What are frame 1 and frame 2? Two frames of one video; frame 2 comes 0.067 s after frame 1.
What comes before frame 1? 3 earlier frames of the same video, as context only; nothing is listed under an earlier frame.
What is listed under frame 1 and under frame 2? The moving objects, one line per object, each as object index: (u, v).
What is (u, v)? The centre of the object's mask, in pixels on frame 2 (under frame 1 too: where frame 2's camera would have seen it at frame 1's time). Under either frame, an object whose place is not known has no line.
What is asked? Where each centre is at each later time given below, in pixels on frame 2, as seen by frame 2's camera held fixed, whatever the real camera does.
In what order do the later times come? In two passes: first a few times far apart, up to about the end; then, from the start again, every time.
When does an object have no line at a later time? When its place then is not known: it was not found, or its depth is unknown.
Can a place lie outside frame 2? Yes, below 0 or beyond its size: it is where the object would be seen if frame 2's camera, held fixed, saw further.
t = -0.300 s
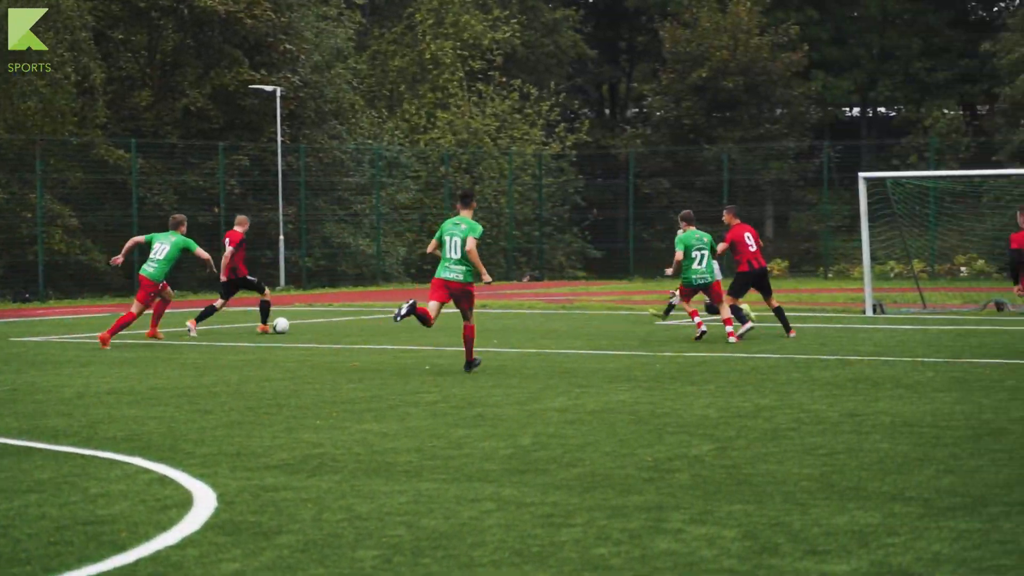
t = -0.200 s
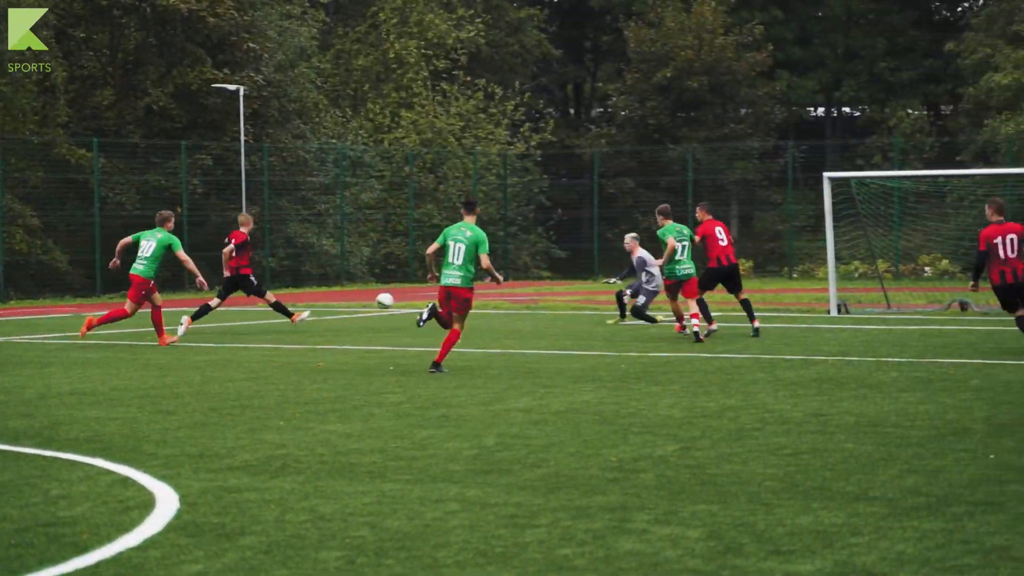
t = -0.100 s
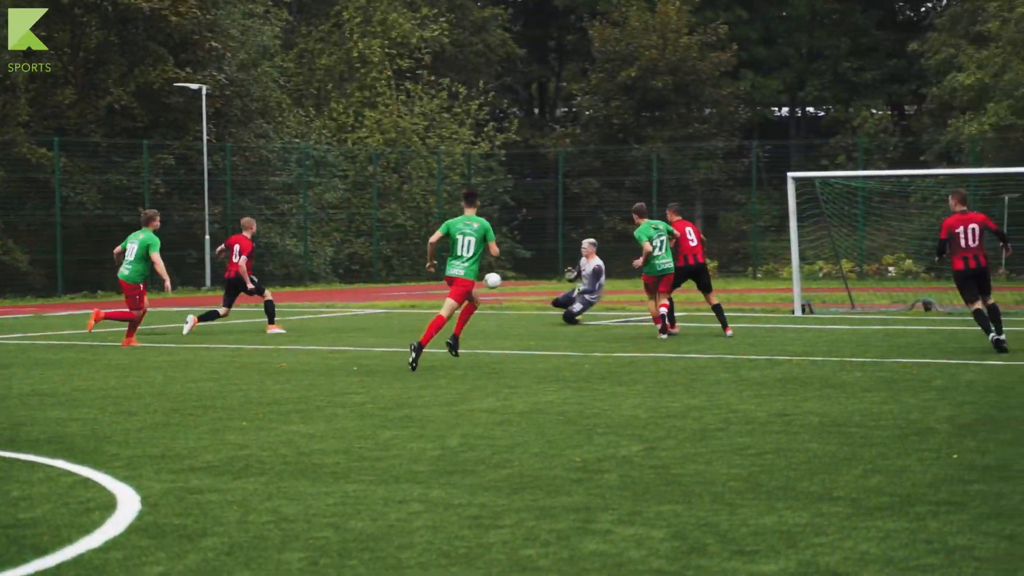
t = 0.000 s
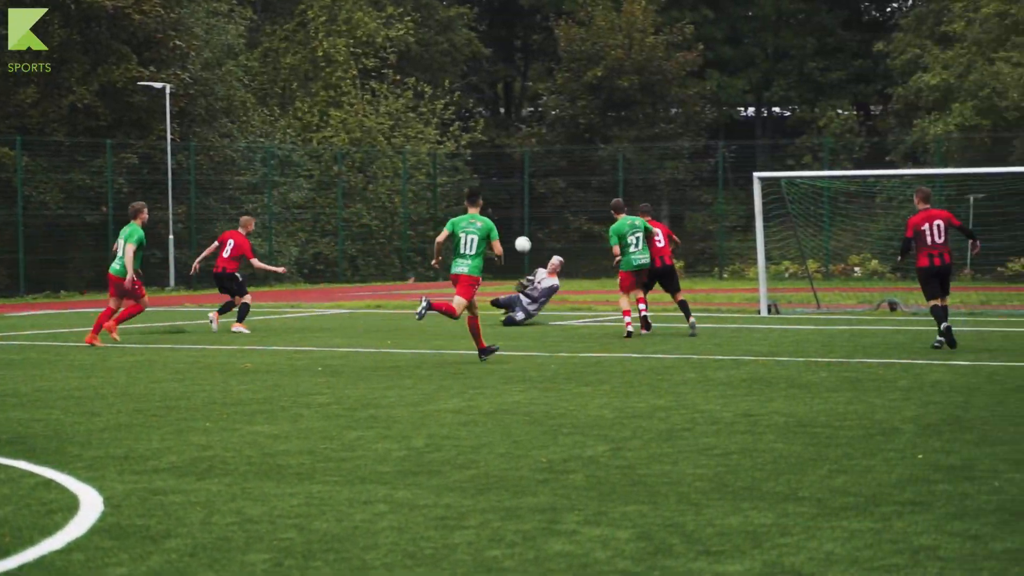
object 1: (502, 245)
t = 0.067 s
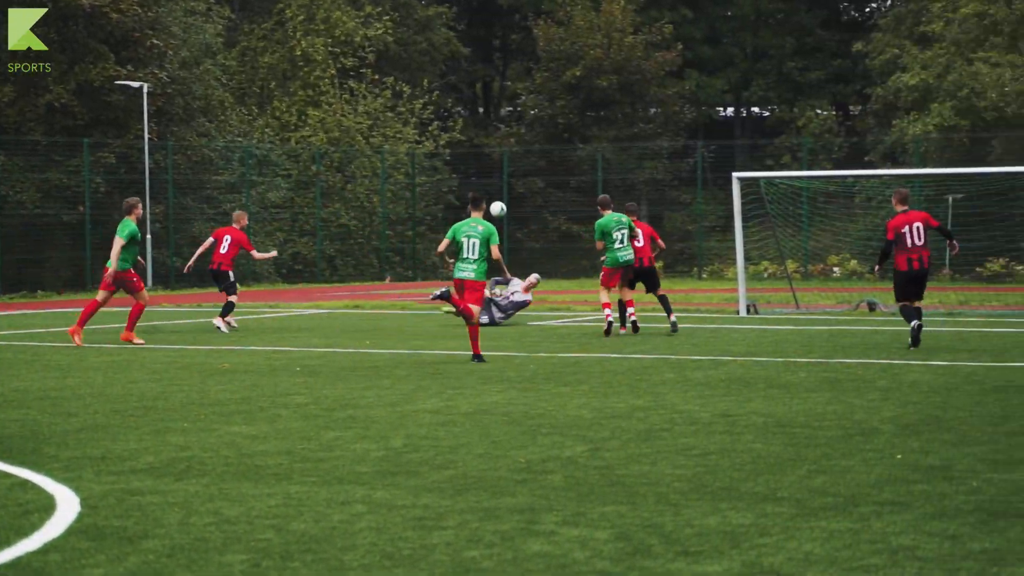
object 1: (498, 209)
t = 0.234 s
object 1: (490, 138)
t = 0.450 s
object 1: (482, 79)
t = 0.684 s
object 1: (479, 55)
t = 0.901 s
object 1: (477, 65)
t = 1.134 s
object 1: (476, 110)
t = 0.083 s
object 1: (498, 201)
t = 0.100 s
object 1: (497, 192)
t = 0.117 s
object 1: (495, 185)
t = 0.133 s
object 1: (494, 178)
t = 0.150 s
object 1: (493, 171)
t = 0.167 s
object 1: (492, 164)
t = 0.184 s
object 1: (492, 157)
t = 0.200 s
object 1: (491, 151)
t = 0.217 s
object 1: (490, 144)
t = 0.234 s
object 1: (490, 138)
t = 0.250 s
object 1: (489, 132)
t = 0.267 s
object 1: (488, 127)
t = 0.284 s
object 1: (488, 121)
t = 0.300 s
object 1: (487, 116)
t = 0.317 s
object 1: (487, 111)
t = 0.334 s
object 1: (486, 106)
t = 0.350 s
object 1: (485, 102)
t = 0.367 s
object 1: (485, 97)
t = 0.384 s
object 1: (484, 93)
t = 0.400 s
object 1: (483, 90)
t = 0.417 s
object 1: (483, 86)
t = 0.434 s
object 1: (483, 83)
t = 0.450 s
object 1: (482, 79)
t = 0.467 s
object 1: (482, 76)
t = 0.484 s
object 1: (482, 74)
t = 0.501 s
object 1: (481, 71)
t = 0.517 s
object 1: (481, 69)
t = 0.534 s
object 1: (481, 66)
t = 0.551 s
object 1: (481, 64)
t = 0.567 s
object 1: (480, 62)
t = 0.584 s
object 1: (480, 61)
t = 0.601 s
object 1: (480, 59)
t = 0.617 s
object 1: (479, 58)
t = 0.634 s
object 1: (479, 57)
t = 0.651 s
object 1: (479, 56)
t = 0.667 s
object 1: (479, 55)
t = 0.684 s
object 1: (479, 55)
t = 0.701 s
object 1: (479, 55)
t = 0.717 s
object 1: (479, 55)
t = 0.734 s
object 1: (478, 55)
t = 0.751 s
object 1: (478, 55)
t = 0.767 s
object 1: (478, 55)
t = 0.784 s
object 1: (478, 56)
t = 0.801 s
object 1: (478, 57)
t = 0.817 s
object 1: (477, 58)
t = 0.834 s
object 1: (478, 59)
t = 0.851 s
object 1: (478, 60)
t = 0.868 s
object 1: (477, 62)
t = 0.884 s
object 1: (477, 63)
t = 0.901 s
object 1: (477, 65)
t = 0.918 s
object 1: (477, 68)
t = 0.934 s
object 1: (477, 70)
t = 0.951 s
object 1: (477, 72)
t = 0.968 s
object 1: (477, 75)
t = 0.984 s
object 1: (476, 77)
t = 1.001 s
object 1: (477, 80)
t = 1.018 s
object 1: (477, 83)
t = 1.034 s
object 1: (476, 87)
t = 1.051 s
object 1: (476, 90)
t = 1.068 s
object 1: (476, 93)
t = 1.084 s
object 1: (476, 97)
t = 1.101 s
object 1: (476, 102)
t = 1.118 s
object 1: (476, 105)
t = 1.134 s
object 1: (476, 110)
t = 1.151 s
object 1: (476, 114)
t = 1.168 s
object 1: (476, 119)
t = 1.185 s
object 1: (476, 123)
